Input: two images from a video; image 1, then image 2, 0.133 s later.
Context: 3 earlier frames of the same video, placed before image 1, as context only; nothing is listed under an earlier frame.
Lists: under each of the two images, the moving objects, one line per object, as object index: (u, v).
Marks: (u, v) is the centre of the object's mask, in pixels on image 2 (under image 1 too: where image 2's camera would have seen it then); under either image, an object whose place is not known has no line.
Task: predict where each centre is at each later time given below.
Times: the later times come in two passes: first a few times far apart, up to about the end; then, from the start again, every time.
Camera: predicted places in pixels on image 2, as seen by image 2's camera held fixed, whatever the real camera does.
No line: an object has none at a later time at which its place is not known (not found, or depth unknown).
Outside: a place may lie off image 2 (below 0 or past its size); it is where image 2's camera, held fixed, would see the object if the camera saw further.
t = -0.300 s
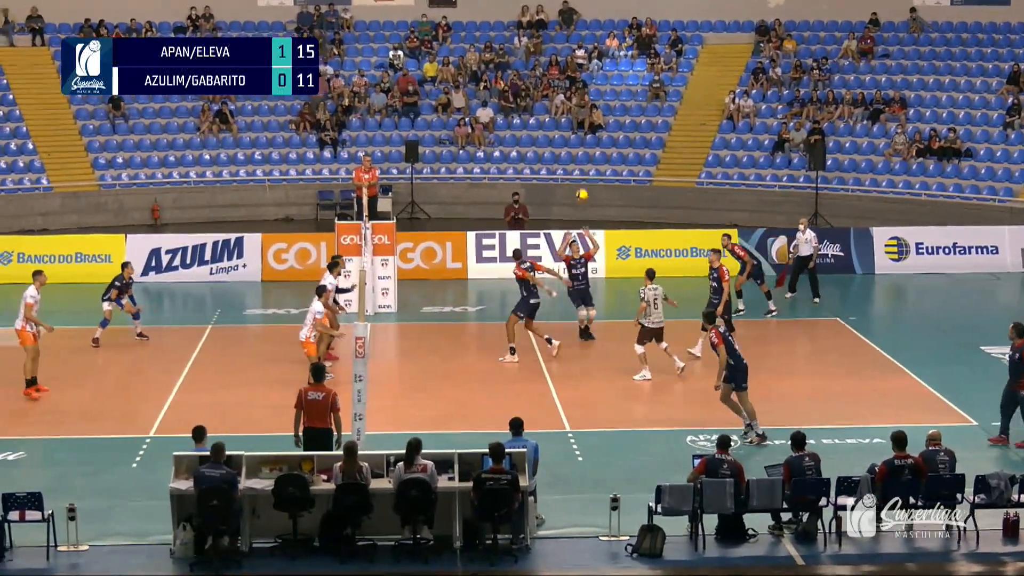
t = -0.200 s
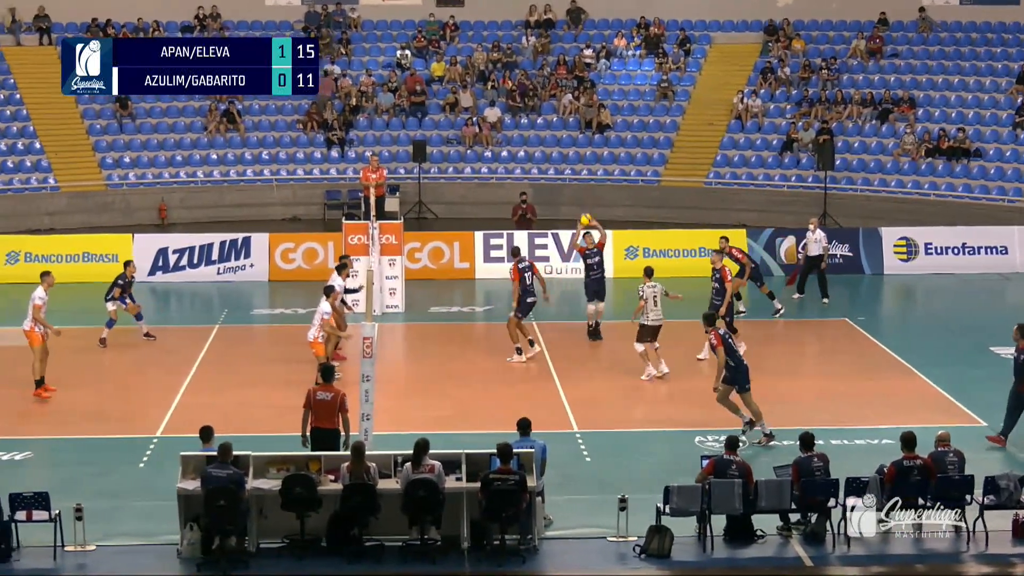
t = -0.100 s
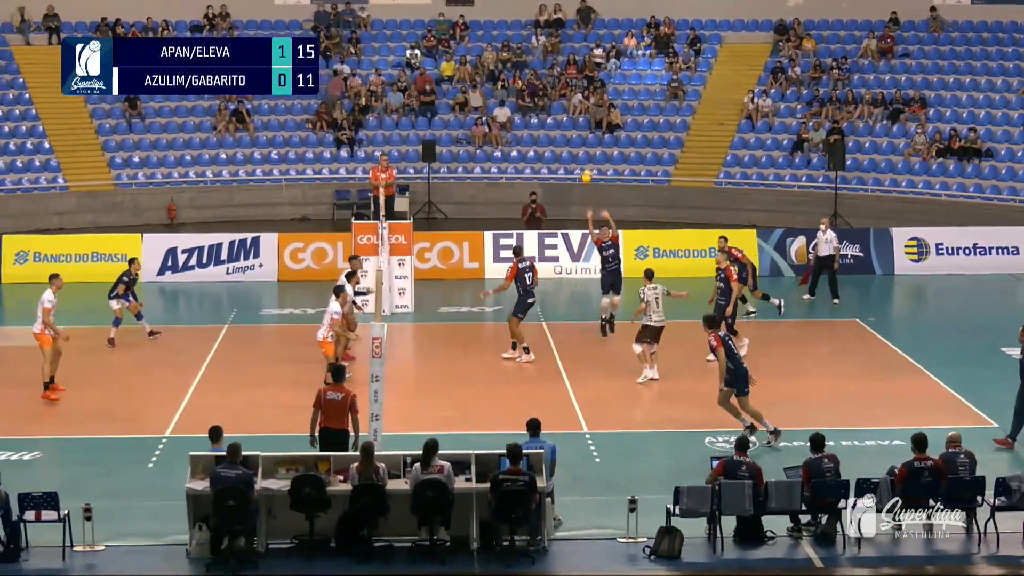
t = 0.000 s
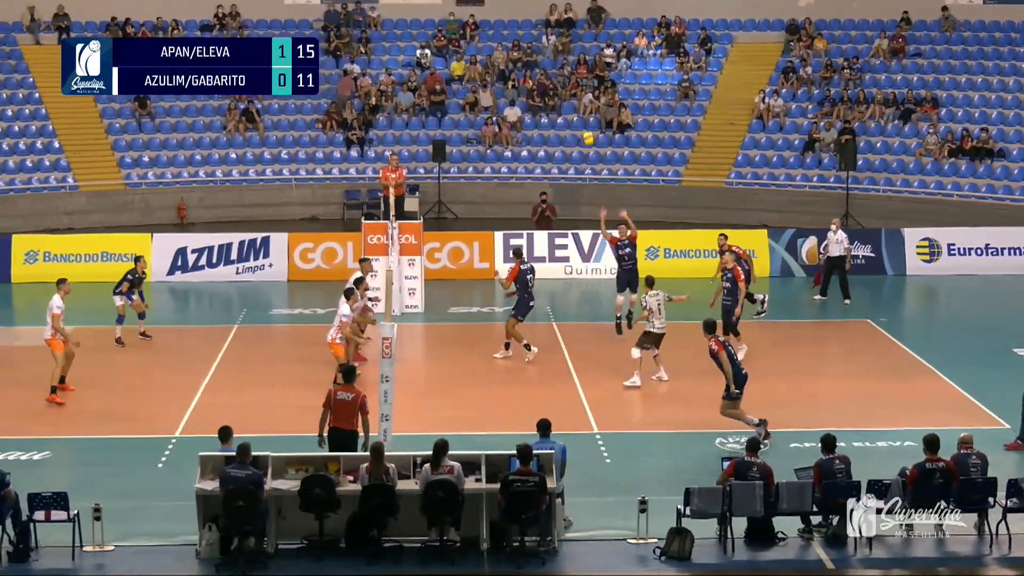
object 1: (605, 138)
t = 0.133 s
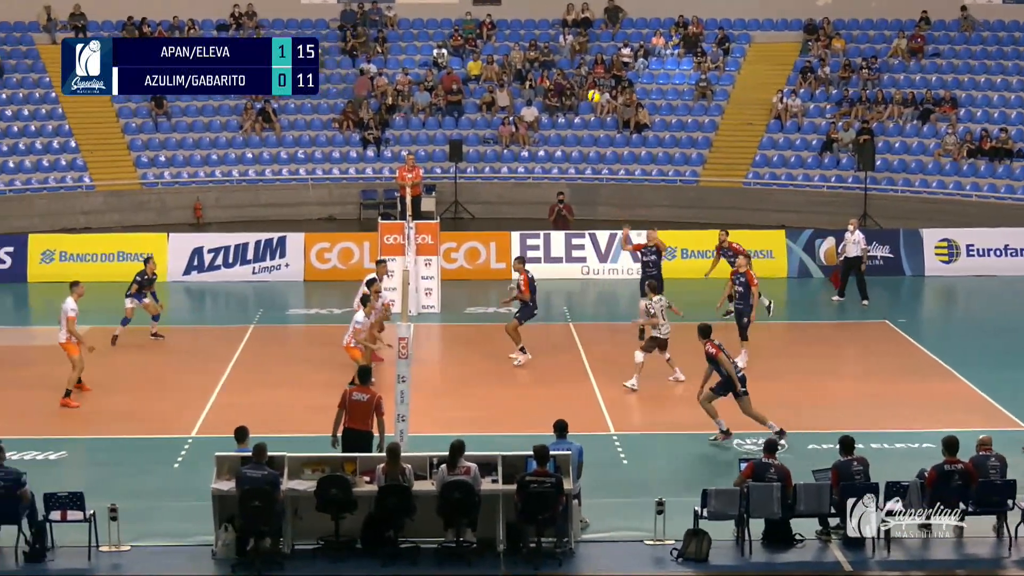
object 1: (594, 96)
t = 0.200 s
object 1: (588, 78)
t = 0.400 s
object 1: (571, 40)
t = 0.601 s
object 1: (553, 24)
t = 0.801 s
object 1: (535, 34)
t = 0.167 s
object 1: (591, 87)
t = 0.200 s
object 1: (588, 78)
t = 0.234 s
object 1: (585, 70)
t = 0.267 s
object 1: (583, 62)
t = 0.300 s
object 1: (580, 57)
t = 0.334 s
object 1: (577, 50)
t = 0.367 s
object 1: (574, 45)
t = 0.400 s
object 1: (571, 40)
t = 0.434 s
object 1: (568, 36)
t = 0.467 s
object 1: (565, 32)
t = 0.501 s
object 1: (563, 29)
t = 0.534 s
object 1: (559, 27)
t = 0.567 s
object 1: (556, 25)
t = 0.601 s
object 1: (553, 24)
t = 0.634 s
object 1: (551, 24)
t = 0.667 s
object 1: (547, 25)
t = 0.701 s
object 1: (544, 26)
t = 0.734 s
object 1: (541, 28)
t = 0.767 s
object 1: (538, 31)
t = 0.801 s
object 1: (535, 34)
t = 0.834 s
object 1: (531, 39)
